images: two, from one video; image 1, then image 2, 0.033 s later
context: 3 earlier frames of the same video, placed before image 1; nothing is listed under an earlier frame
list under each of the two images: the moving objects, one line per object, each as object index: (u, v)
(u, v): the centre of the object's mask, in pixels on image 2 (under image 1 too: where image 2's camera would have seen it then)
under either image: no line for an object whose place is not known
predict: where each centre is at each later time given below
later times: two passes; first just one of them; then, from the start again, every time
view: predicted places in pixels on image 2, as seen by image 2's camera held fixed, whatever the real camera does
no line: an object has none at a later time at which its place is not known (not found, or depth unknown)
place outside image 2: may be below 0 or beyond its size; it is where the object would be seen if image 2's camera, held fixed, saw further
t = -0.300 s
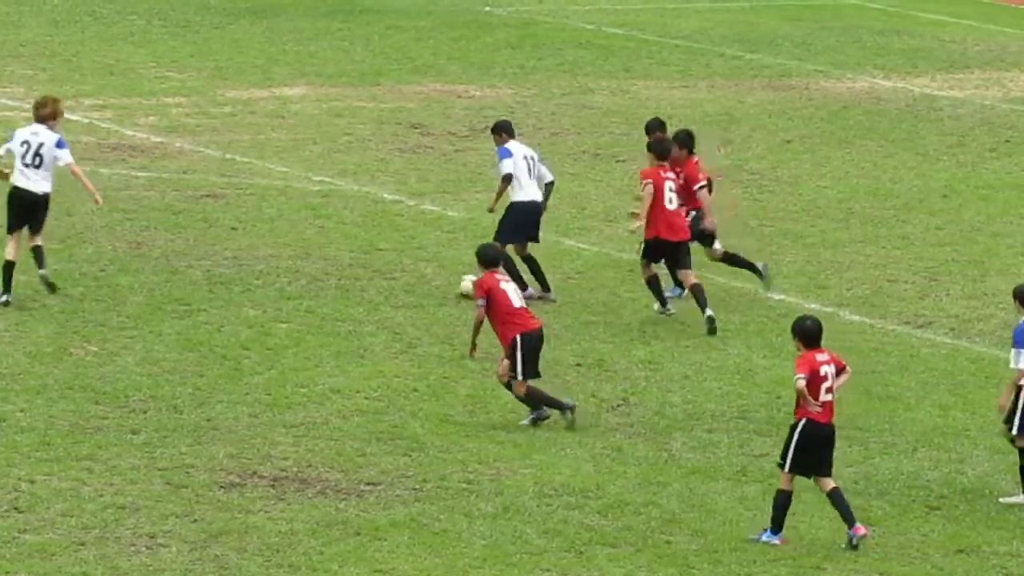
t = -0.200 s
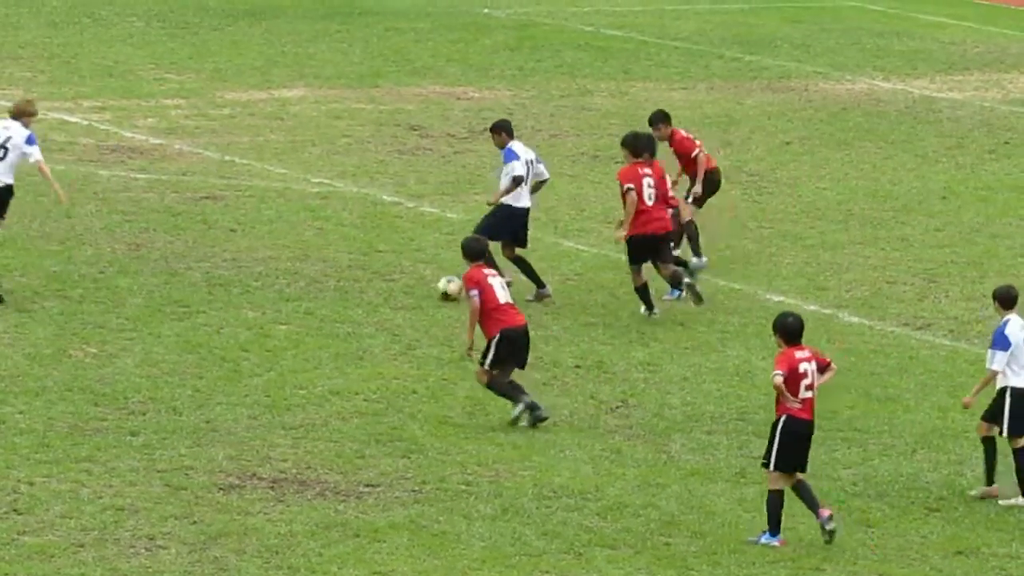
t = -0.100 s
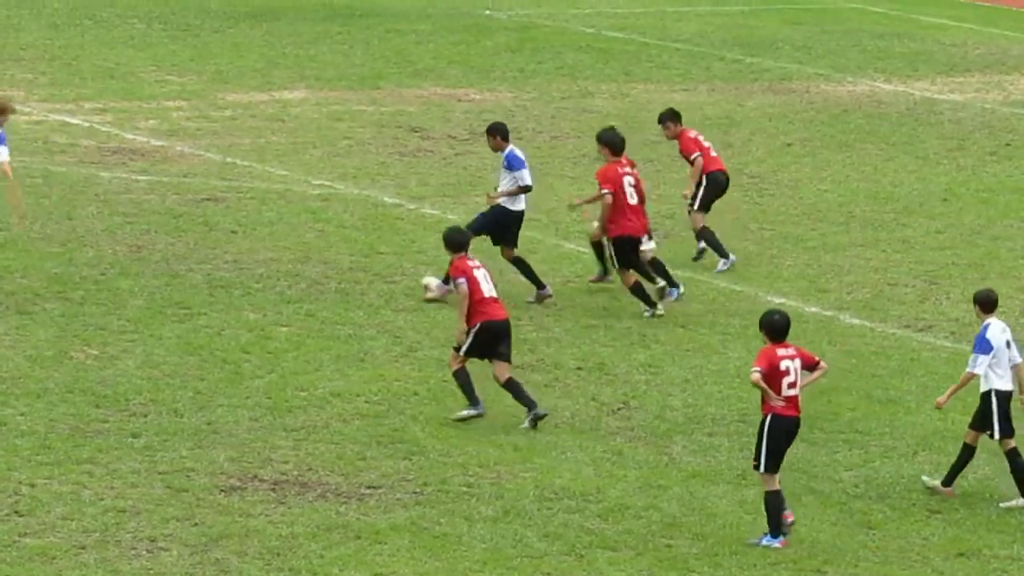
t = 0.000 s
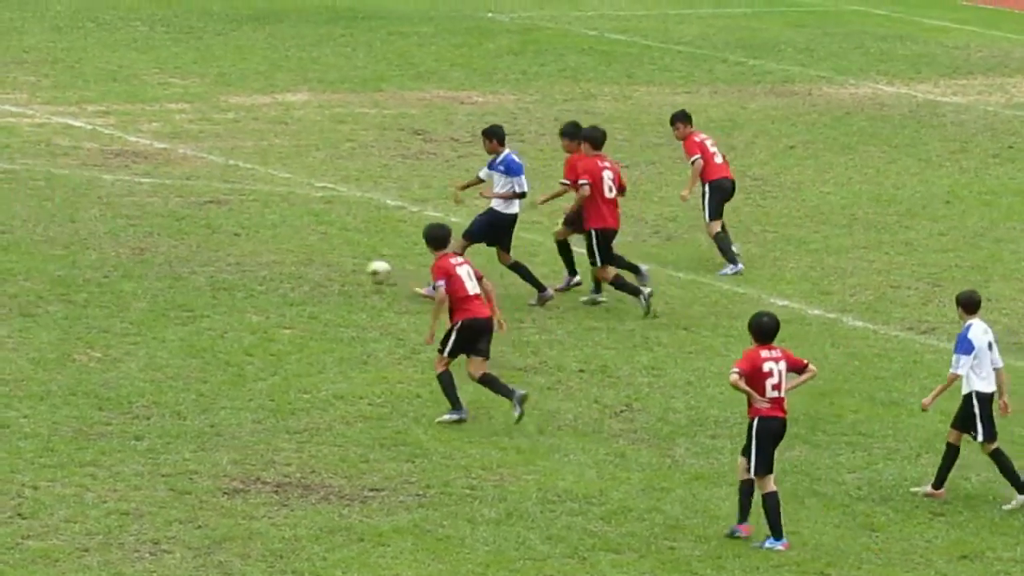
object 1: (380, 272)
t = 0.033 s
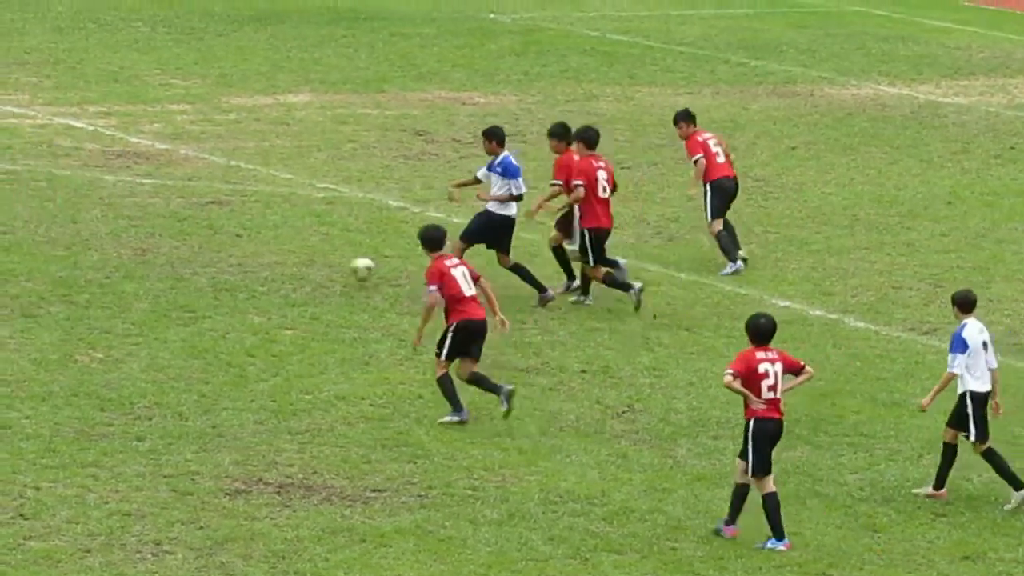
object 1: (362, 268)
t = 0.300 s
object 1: (241, 243)
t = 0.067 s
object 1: (345, 266)
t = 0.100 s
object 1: (326, 265)
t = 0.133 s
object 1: (308, 265)
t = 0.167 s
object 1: (291, 265)
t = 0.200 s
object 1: (277, 258)
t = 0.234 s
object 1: (266, 253)
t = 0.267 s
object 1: (254, 247)
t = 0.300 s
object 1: (241, 243)
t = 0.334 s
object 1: (230, 241)
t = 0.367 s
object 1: (217, 240)
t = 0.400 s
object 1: (203, 239)
